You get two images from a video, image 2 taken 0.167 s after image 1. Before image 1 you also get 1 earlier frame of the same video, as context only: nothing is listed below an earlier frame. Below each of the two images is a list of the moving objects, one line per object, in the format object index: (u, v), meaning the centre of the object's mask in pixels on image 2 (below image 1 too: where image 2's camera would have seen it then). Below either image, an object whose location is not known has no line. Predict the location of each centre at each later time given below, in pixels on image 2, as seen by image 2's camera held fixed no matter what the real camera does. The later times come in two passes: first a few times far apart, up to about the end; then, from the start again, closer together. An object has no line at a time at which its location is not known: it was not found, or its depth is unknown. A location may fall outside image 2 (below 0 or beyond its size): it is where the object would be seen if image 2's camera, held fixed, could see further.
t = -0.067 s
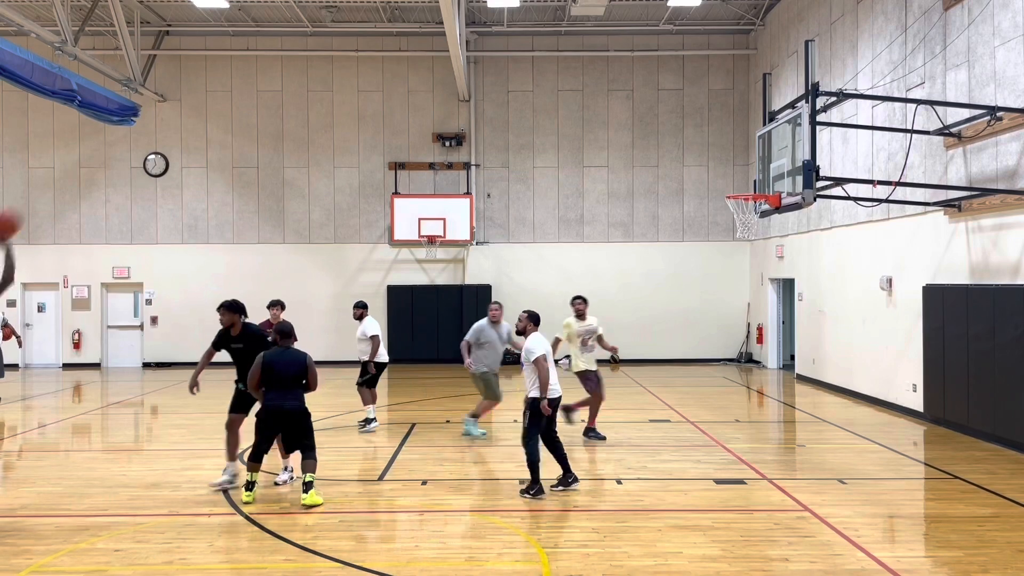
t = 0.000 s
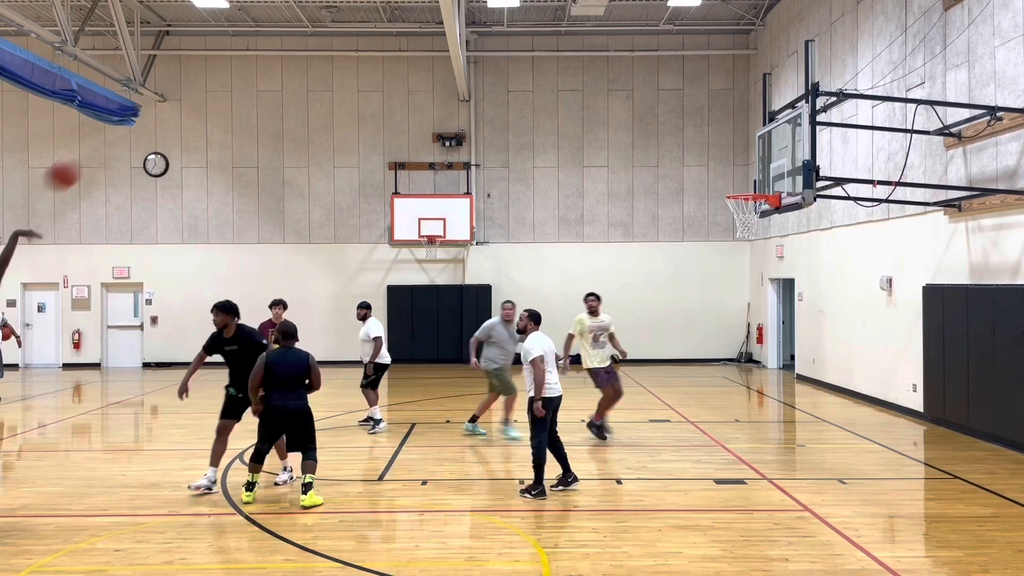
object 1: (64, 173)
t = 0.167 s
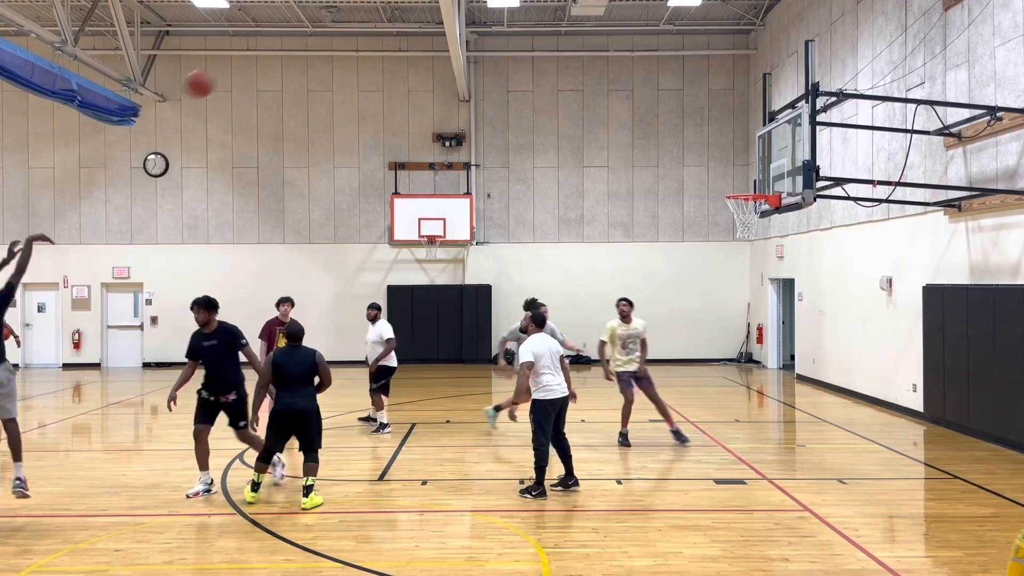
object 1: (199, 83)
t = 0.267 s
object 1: (273, 48)
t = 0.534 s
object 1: (442, 15)
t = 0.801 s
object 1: (583, 45)
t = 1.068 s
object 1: (702, 128)
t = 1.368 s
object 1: (727, 126)
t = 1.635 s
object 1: (672, 57)
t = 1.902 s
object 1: (614, 45)
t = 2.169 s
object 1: (554, 94)
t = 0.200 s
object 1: (223, 71)
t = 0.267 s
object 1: (273, 48)
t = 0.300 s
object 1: (295, 41)
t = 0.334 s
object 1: (318, 33)
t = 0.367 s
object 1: (340, 27)
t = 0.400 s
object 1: (362, 22)
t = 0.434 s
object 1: (382, 19)
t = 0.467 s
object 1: (402, 16)
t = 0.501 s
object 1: (423, 14)
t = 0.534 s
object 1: (442, 15)
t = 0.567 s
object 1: (462, 15)
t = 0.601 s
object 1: (479, 16)
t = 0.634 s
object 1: (498, 19)
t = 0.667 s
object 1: (516, 22)
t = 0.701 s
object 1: (533, 27)
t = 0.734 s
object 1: (550, 32)
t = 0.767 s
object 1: (567, 39)
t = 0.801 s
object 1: (583, 45)
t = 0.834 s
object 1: (599, 53)
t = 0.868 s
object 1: (614, 62)
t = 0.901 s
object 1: (630, 71)
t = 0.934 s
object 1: (644, 81)
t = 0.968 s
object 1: (659, 92)
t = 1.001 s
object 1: (674, 104)
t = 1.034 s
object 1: (688, 115)
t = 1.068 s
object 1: (702, 128)
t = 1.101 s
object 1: (715, 141)
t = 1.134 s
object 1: (728, 156)
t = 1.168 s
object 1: (741, 170)
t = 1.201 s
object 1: (754, 186)
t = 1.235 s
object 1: (754, 182)
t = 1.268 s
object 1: (747, 168)
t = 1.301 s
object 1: (741, 153)
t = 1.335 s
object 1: (734, 139)
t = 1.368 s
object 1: (727, 126)
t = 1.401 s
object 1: (720, 114)
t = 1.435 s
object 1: (714, 104)
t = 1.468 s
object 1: (707, 94)
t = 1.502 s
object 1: (700, 85)
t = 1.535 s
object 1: (693, 76)
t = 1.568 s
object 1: (686, 69)
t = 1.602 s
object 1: (679, 62)
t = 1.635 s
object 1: (672, 57)
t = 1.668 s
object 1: (664, 52)
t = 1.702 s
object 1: (657, 48)
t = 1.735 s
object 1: (651, 45)
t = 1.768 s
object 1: (643, 43)
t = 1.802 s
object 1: (636, 42)
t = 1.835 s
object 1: (629, 42)
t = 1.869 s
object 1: (621, 43)
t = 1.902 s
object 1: (614, 45)
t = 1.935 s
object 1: (607, 47)
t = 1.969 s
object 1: (600, 51)
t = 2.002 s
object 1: (592, 55)
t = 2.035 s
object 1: (584, 61)
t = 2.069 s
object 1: (577, 67)
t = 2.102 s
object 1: (570, 75)
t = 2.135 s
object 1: (562, 84)
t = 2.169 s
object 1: (554, 94)
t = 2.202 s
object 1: (546, 105)
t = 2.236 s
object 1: (539, 117)
